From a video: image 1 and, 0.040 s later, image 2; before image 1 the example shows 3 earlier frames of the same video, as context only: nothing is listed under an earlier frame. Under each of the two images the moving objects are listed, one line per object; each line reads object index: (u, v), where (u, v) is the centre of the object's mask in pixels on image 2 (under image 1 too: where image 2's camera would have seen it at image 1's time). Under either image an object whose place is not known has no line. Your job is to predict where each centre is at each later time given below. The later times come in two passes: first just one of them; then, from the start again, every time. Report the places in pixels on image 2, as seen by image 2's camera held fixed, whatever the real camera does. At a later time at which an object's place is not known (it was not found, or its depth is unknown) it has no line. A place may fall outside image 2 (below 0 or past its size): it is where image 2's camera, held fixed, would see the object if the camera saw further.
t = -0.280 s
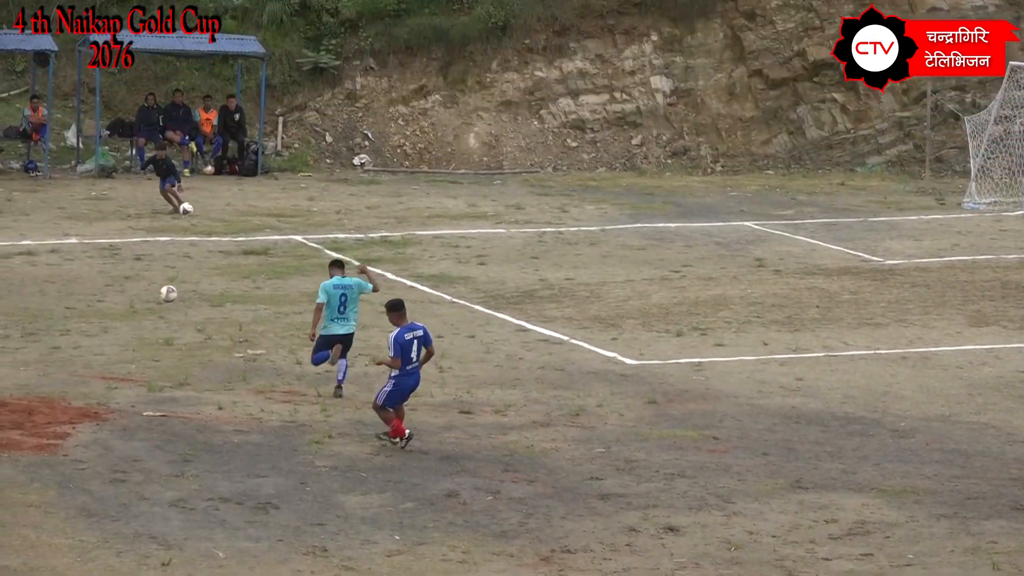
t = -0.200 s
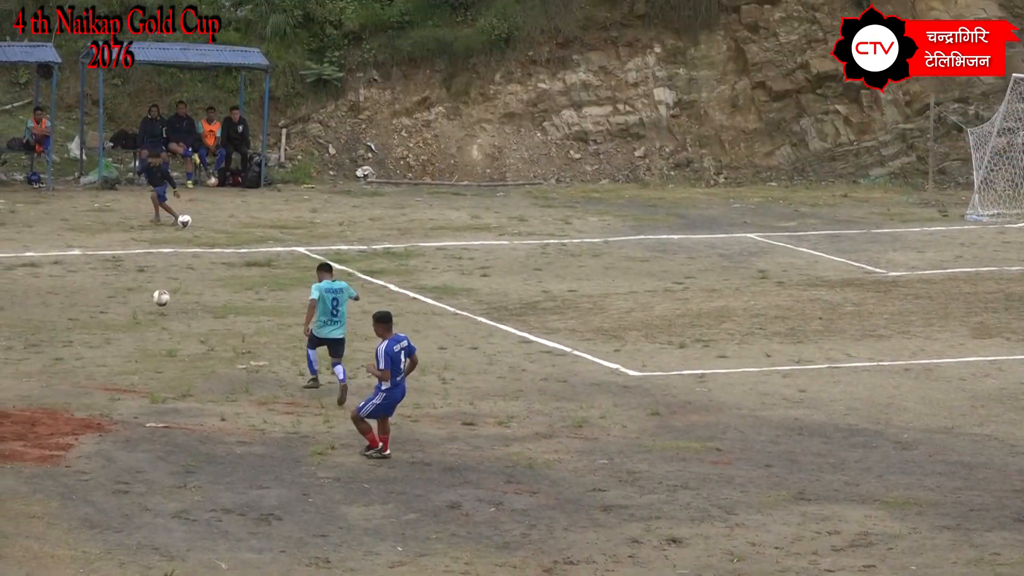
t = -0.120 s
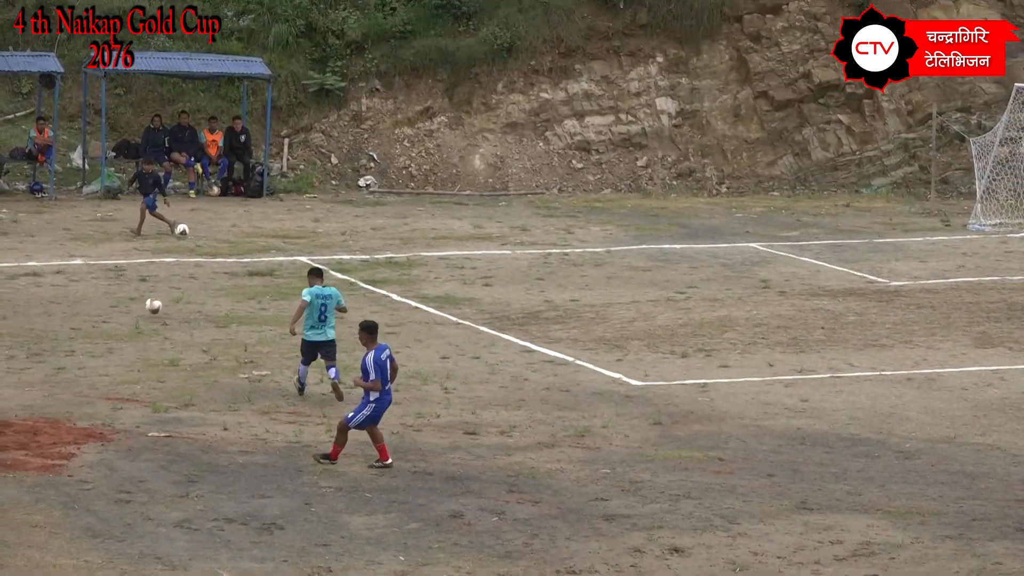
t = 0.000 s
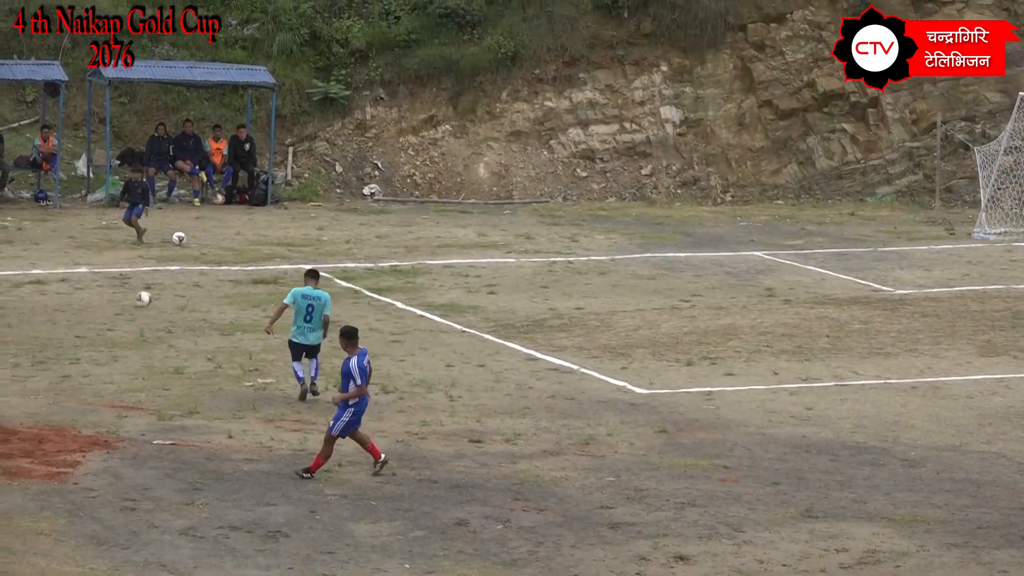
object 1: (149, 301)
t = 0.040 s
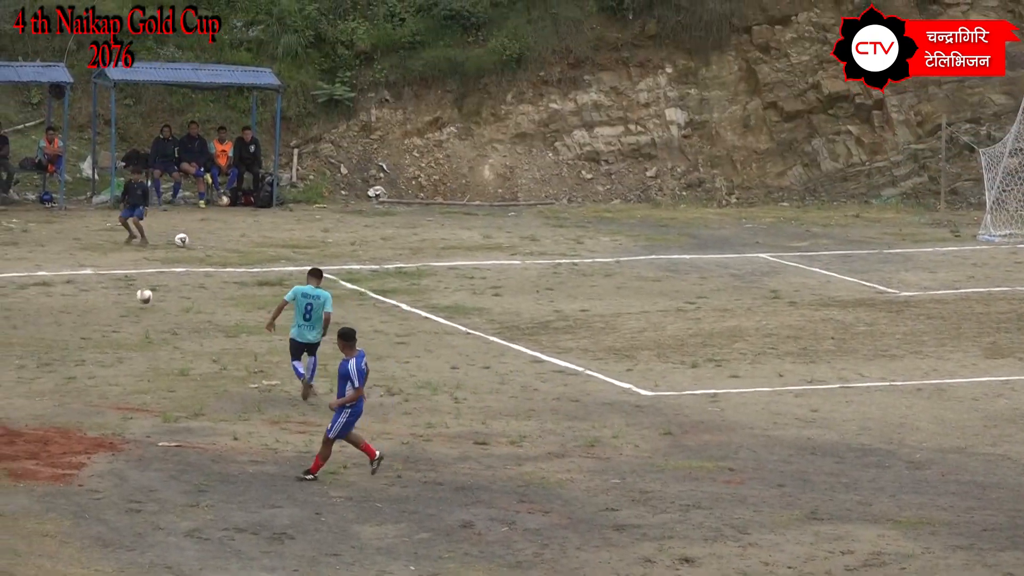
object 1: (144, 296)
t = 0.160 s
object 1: (128, 287)
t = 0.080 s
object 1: (139, 292)
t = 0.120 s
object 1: (134, 289)
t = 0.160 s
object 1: (128, 287)
